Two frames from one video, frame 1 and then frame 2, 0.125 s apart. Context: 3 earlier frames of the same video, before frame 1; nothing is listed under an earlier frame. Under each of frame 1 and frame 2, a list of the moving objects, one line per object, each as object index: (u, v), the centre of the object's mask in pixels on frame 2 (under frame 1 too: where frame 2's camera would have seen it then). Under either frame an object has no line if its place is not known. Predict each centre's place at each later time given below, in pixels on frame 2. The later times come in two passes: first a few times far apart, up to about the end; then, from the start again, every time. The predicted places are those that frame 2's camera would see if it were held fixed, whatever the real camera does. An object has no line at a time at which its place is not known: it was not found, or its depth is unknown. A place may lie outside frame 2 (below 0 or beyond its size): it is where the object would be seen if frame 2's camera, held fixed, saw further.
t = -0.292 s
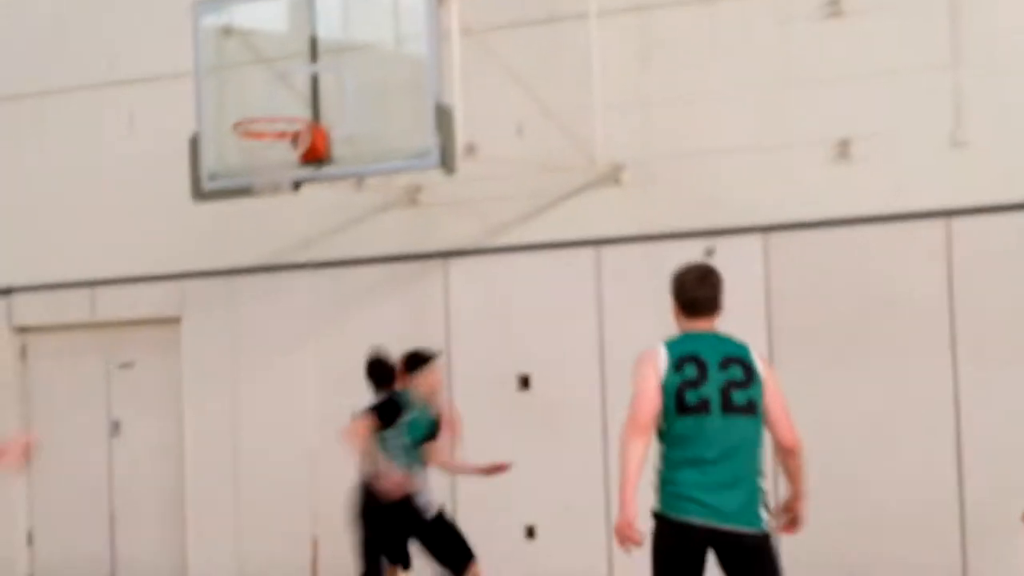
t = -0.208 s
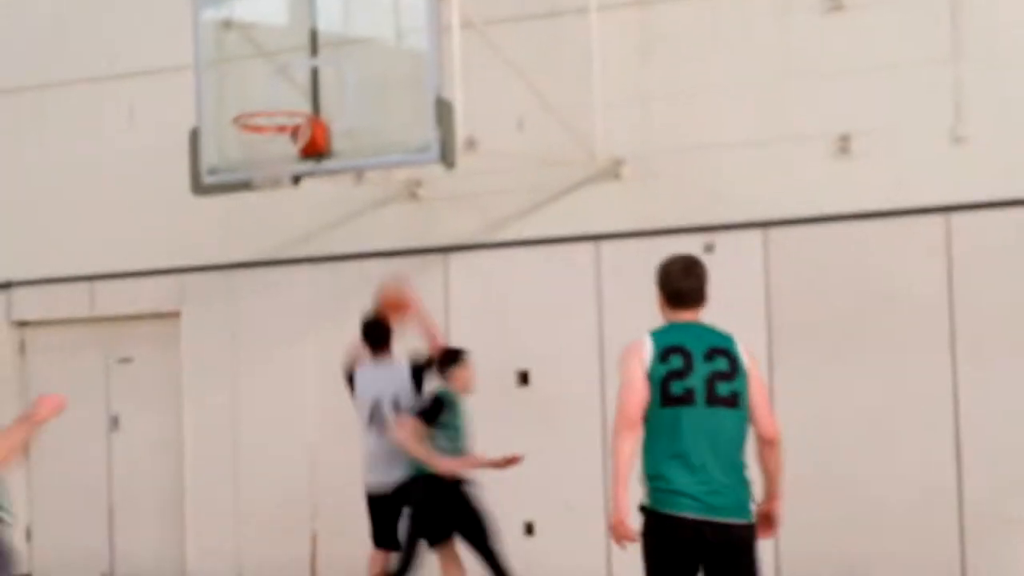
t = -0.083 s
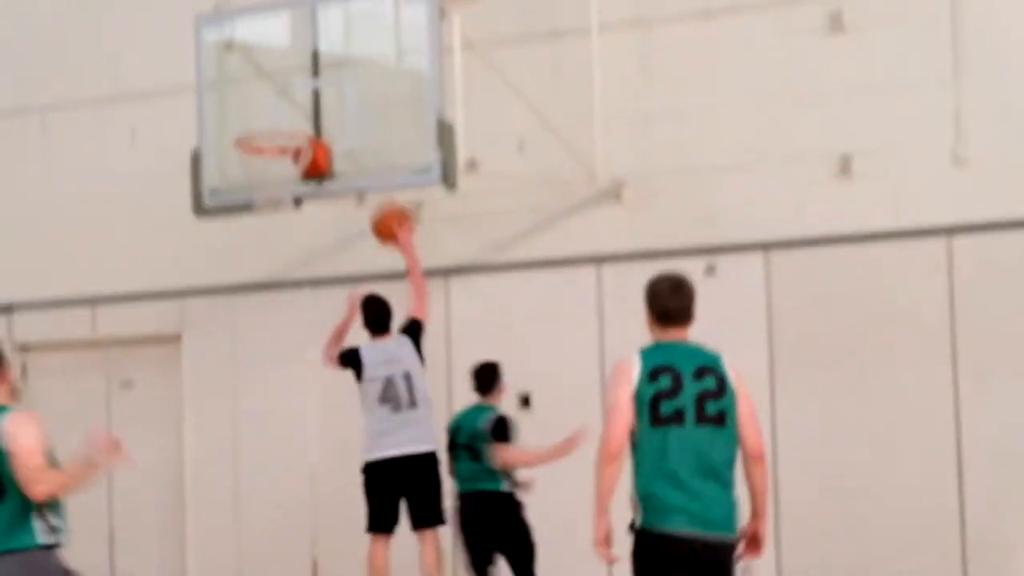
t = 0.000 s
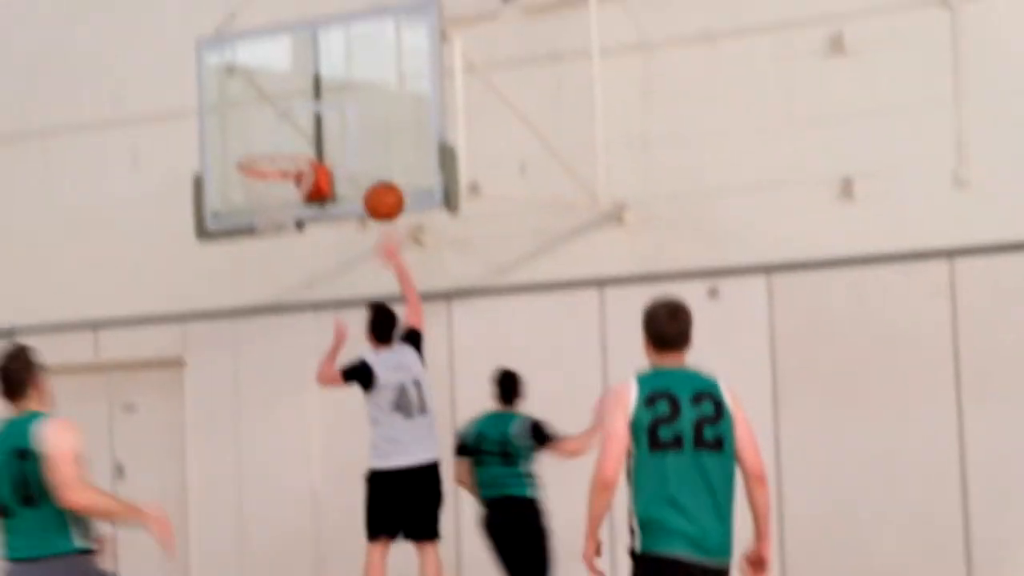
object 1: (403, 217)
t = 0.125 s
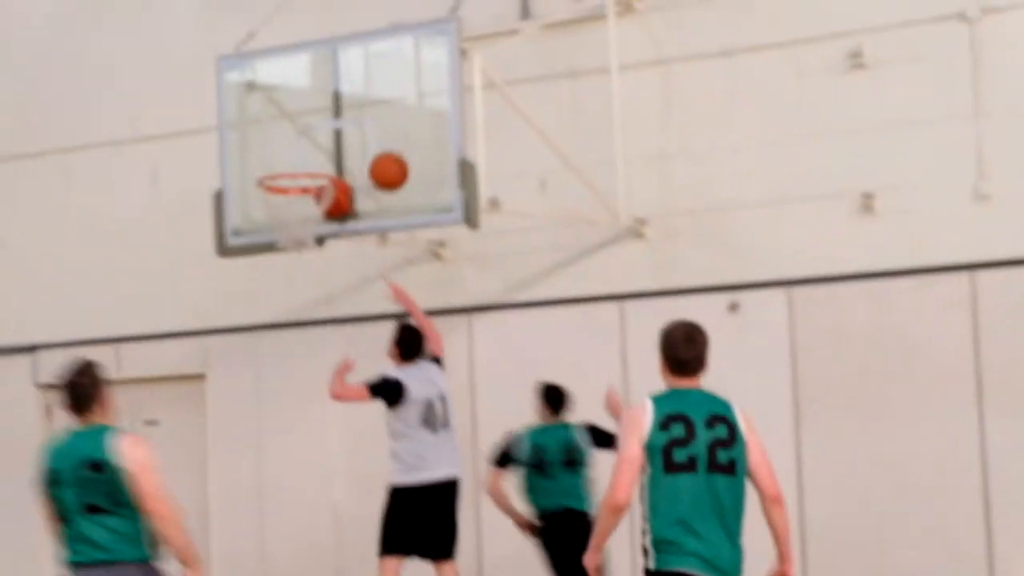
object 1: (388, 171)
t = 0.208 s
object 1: (378, 156)
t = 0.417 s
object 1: (353, 157)
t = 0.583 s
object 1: (374, 172)
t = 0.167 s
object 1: (384, 162)
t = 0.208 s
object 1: (378, 156)
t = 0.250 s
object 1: (369, 154)
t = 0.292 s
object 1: (362, 154)
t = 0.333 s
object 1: (353, 158)
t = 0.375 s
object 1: (349, 160)
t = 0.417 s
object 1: (353, 157)
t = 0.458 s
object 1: (358, 157)
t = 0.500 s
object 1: (363, 159)
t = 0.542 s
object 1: (369, 164)
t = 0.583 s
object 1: (374, 172)
